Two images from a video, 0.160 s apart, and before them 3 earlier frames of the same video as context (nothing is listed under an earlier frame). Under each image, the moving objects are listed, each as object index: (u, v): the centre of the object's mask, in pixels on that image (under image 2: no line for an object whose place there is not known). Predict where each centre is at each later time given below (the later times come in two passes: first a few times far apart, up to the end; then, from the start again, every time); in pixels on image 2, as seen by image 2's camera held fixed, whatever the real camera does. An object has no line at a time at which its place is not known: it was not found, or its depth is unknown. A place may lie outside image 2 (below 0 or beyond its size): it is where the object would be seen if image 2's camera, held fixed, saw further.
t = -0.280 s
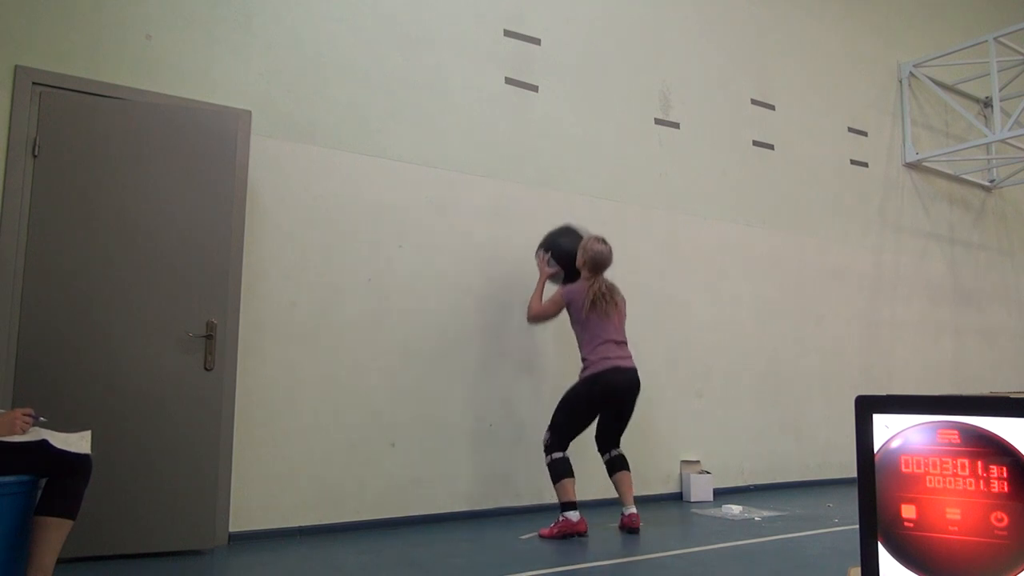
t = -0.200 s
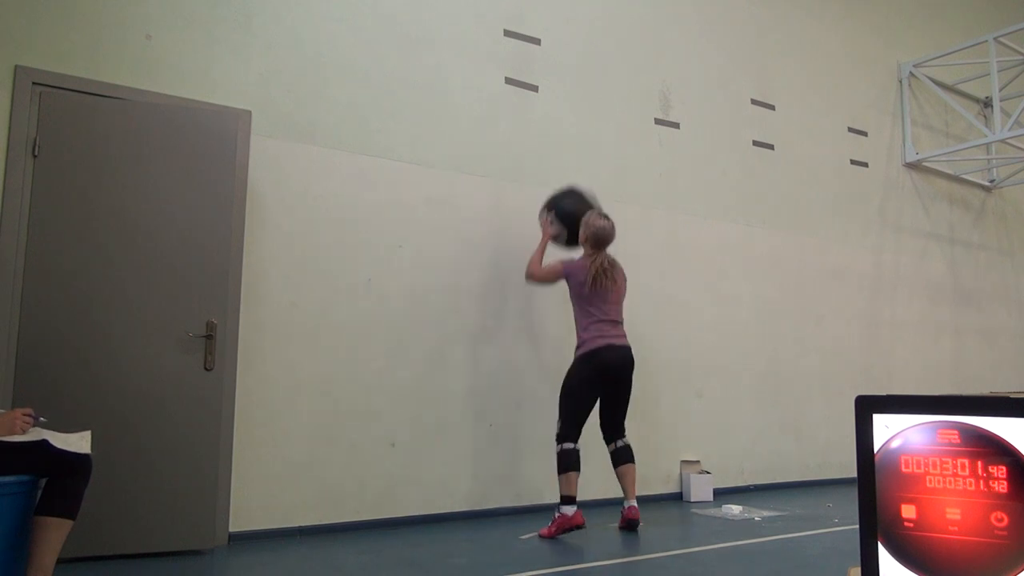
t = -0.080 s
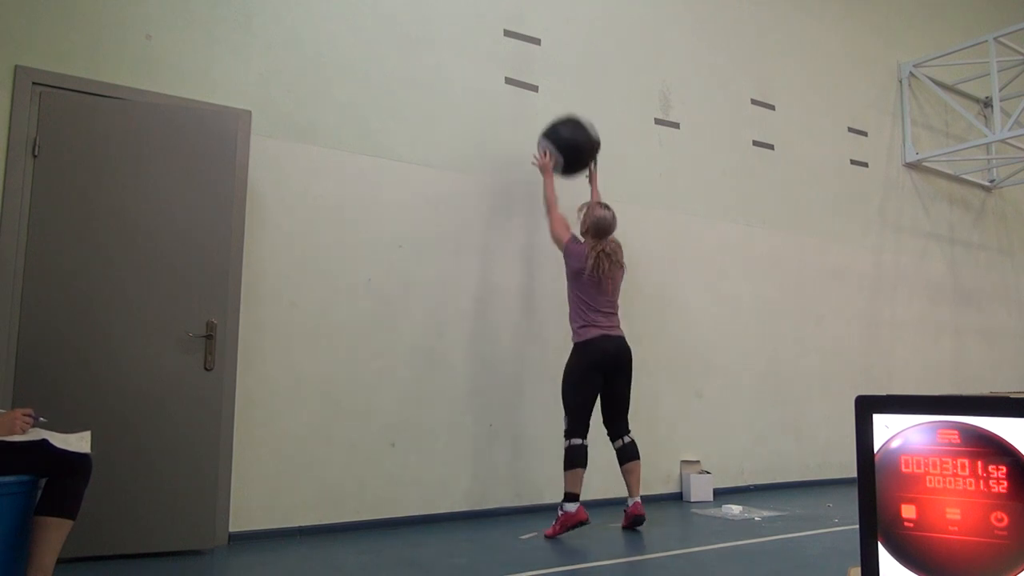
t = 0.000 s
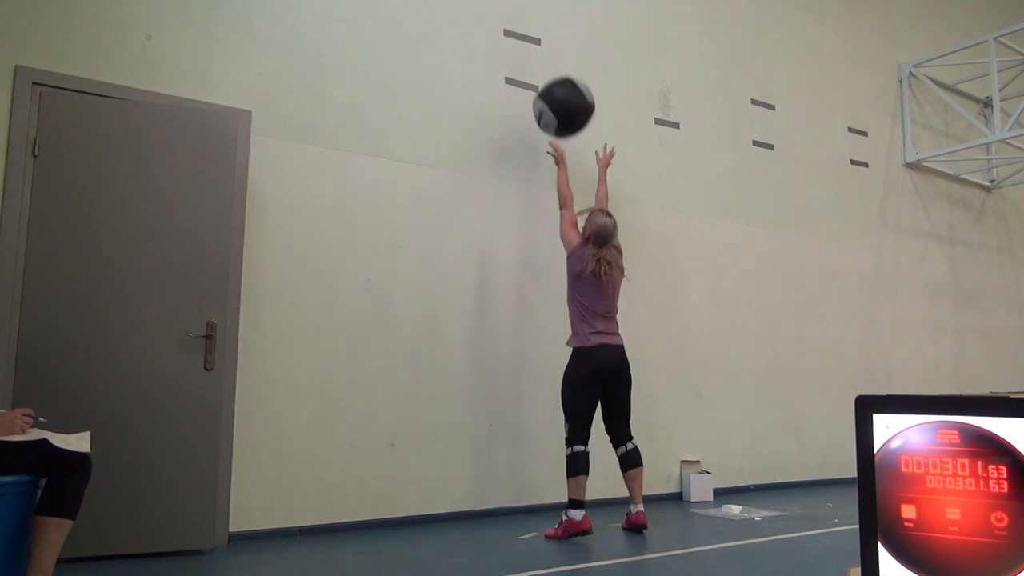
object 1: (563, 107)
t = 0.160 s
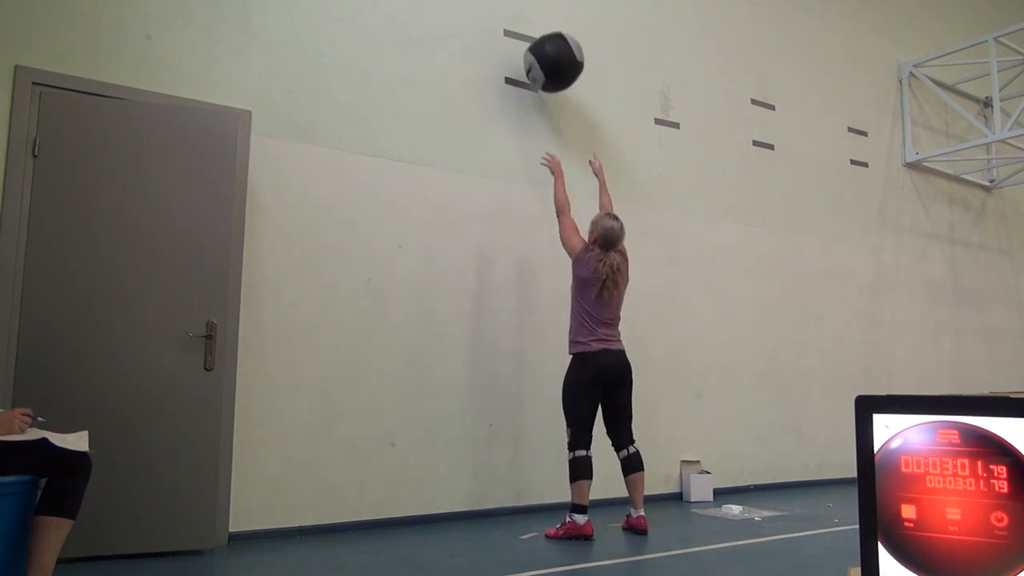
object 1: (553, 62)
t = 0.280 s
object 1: (546, 55)
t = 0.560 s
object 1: (555, 99)
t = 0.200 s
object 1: (551, 57)
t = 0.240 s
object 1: (548, 55)
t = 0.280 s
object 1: (546, 55)
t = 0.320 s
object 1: (543, 57)
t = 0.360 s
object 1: (544, 60)
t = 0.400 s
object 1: (546, 63)
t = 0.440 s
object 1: (548, 68)
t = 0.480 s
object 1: (551, 76)
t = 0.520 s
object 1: (553, 86)
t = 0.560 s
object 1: (555, 99)
